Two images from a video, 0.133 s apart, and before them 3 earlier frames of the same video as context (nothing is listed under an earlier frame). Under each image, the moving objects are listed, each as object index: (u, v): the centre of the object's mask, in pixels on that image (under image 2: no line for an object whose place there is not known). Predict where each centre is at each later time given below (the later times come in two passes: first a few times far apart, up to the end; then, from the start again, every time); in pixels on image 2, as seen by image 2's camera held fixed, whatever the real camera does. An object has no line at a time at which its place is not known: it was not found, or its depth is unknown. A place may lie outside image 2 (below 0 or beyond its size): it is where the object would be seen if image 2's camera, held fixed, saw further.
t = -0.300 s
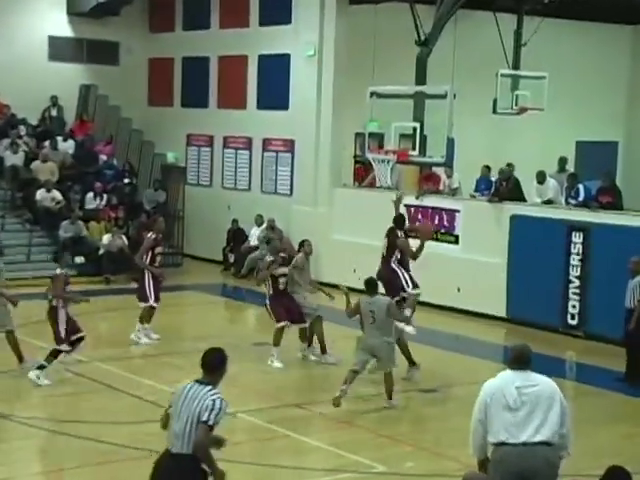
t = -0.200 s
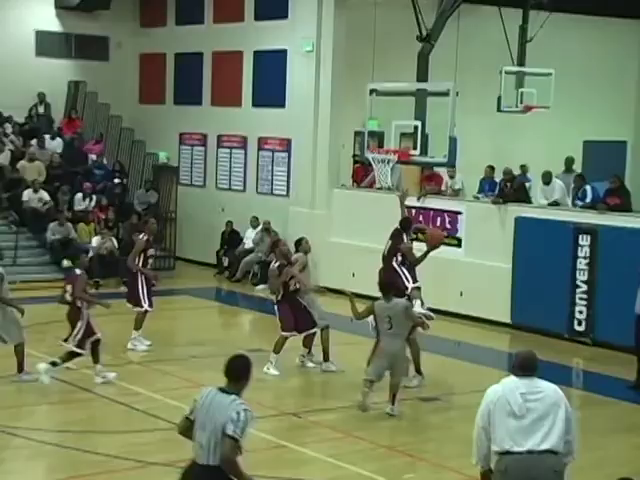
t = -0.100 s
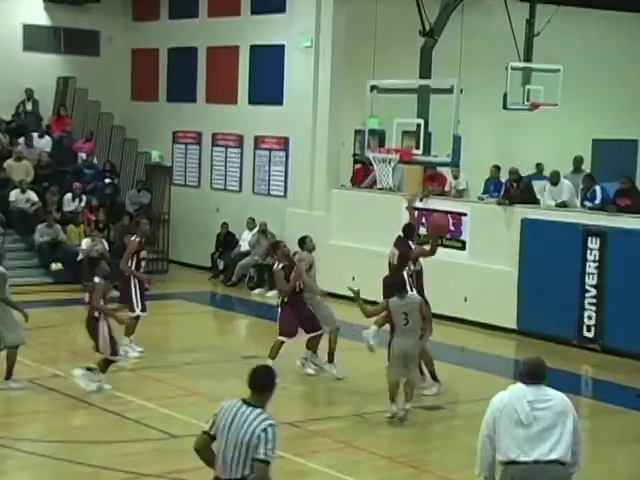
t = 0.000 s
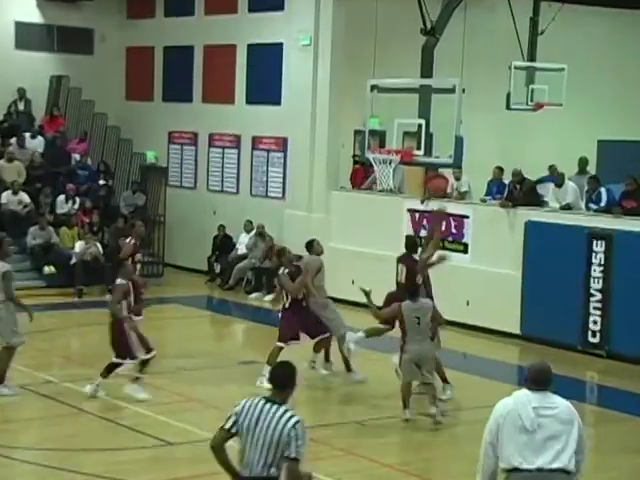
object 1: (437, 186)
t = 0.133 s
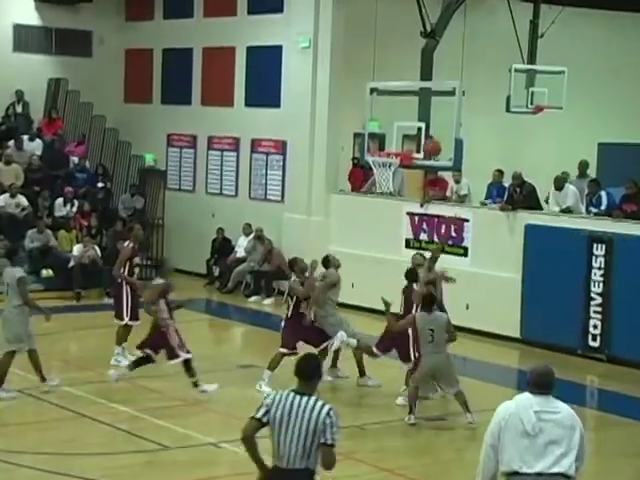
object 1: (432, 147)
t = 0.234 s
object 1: (427, 126)
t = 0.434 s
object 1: (418, 108)
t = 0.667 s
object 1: (392, 126)
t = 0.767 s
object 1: (378, 145)
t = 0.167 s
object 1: (430, 139)
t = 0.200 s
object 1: (428, 132)
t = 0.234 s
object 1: (427, 126)
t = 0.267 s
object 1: (425, 120)
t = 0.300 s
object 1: (424, 116)
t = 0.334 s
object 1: (423, 112)
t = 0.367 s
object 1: (420, 109)
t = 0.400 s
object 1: (419, 108)
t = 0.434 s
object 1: (418, 108)
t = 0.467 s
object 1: (418, 108)
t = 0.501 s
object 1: (414, 108)
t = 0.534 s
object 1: (410, 110)
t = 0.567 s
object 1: (405, 113)
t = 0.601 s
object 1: (401, 116)
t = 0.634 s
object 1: (397, 120)
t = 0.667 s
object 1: (392, 126)
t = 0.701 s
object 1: (388, 132)
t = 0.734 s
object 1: (385, 138)
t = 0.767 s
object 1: (378, 145)
